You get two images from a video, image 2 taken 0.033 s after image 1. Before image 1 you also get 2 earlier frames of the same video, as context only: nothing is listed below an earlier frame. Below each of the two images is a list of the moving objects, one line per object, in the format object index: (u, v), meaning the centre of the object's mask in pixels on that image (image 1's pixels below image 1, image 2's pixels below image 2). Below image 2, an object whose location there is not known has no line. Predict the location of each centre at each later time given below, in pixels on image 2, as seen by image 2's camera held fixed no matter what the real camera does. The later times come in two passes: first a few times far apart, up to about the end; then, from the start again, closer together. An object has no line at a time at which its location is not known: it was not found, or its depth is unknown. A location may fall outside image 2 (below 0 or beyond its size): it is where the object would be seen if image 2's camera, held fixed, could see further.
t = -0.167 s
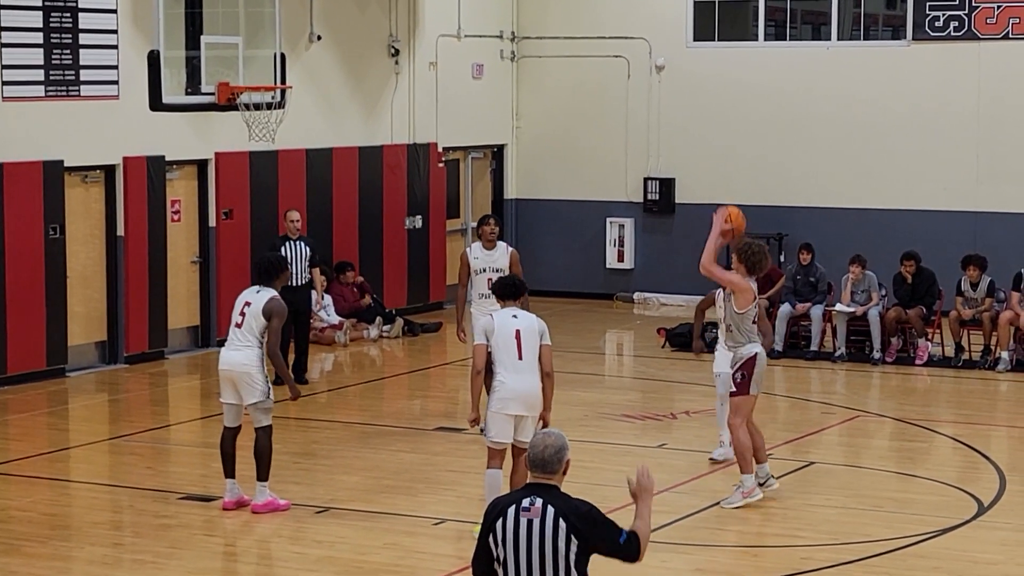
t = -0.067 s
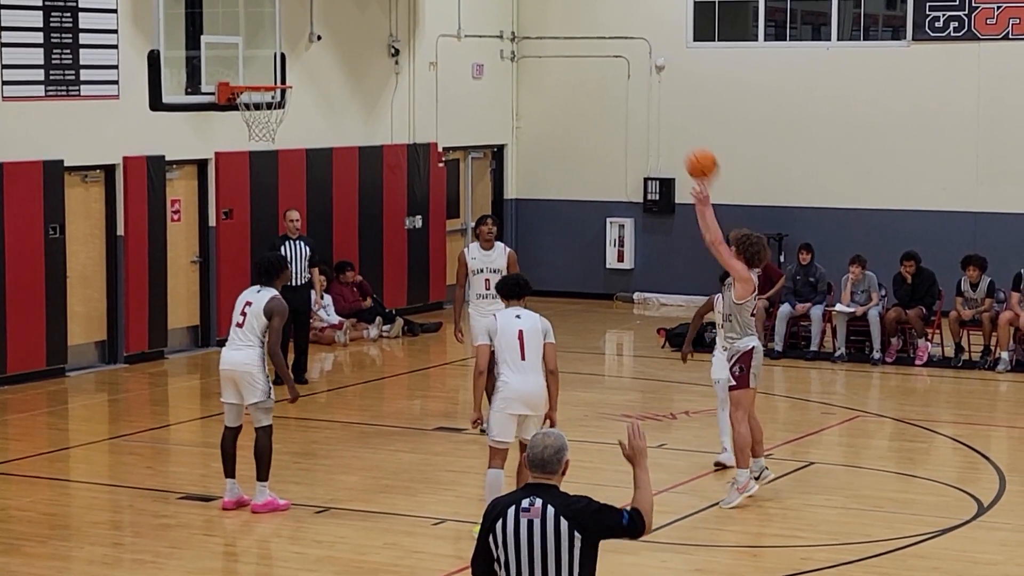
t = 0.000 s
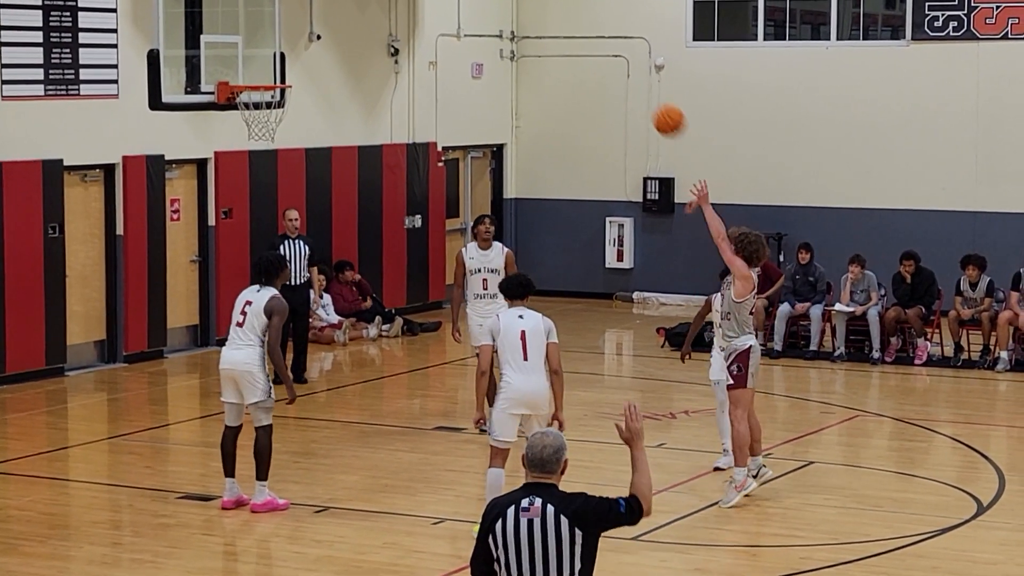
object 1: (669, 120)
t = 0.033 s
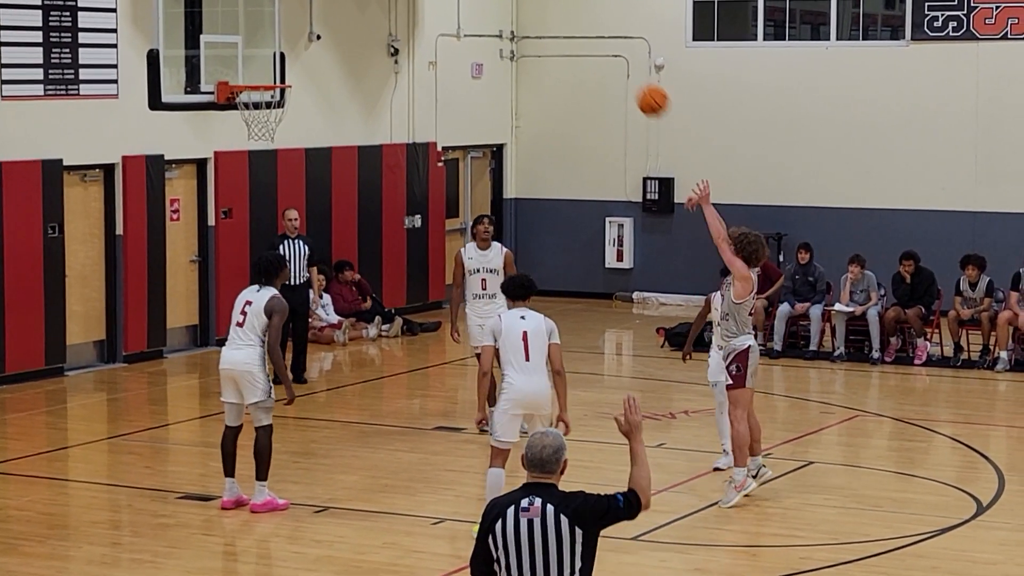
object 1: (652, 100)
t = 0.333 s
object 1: (514, 3)
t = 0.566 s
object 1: (414, -1)
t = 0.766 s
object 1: (333, 33)
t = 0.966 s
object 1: (304, 48)
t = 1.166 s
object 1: (322, 26)
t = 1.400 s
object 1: (344, 59)
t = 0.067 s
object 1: (636, 82)
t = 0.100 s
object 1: (621, 65)
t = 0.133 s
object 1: (604, 49)
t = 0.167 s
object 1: (589, 36)
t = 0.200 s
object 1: (574, 24)
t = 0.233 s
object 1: (559, 14)
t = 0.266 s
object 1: (544, 9)
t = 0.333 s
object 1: (514, 3)
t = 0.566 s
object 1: (414, -1)
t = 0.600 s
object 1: (400, 1)
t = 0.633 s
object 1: (387, 4)
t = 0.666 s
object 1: (373, 8)
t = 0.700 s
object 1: (360, 12)
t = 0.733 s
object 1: (346, 22)
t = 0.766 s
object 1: (333, 33)
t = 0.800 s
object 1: (320, 45)
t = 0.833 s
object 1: (308, 58)
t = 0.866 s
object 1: (296, 73)
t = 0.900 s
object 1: (297, 66)
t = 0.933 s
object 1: (301, 56)
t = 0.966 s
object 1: (304, 48)
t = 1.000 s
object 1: (307, 41)
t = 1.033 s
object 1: (310, 35)
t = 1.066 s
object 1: (313, 31)
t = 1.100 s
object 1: (316, 28)
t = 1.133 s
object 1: (319, 27)
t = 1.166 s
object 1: (322, 26)
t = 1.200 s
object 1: (325, 27)
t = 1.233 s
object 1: (329, 29)
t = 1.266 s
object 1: (331, 33)
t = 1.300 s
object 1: (334, 38)
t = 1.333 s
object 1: (338, 44)
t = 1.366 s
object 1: (341, 51)
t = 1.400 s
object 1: (344, 59)
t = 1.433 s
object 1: (347, 69)
